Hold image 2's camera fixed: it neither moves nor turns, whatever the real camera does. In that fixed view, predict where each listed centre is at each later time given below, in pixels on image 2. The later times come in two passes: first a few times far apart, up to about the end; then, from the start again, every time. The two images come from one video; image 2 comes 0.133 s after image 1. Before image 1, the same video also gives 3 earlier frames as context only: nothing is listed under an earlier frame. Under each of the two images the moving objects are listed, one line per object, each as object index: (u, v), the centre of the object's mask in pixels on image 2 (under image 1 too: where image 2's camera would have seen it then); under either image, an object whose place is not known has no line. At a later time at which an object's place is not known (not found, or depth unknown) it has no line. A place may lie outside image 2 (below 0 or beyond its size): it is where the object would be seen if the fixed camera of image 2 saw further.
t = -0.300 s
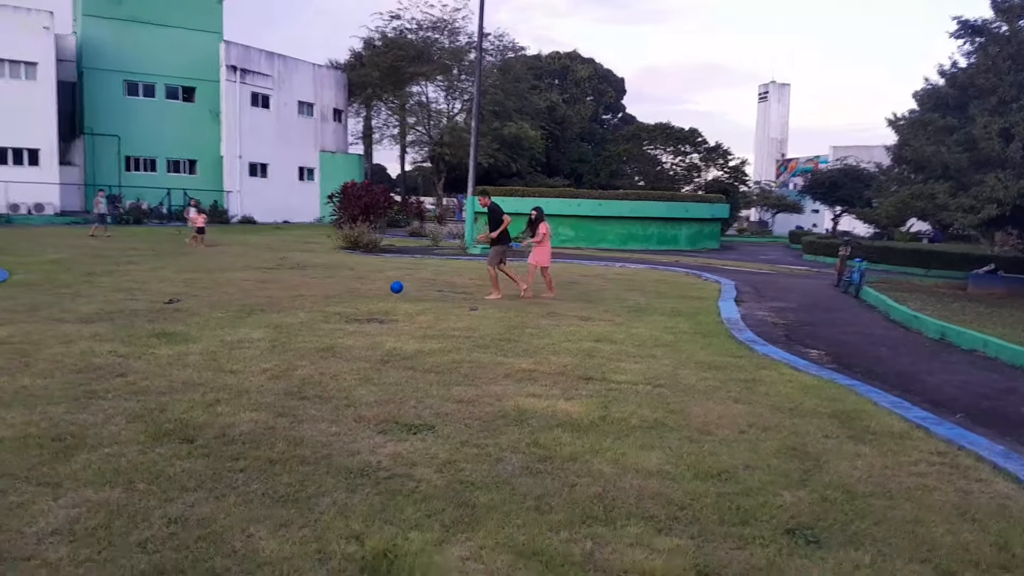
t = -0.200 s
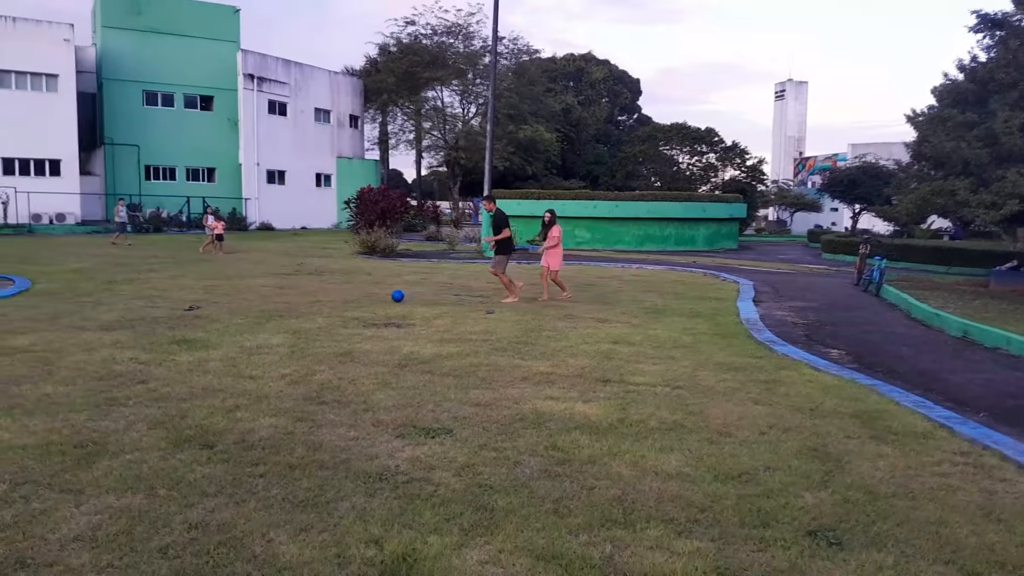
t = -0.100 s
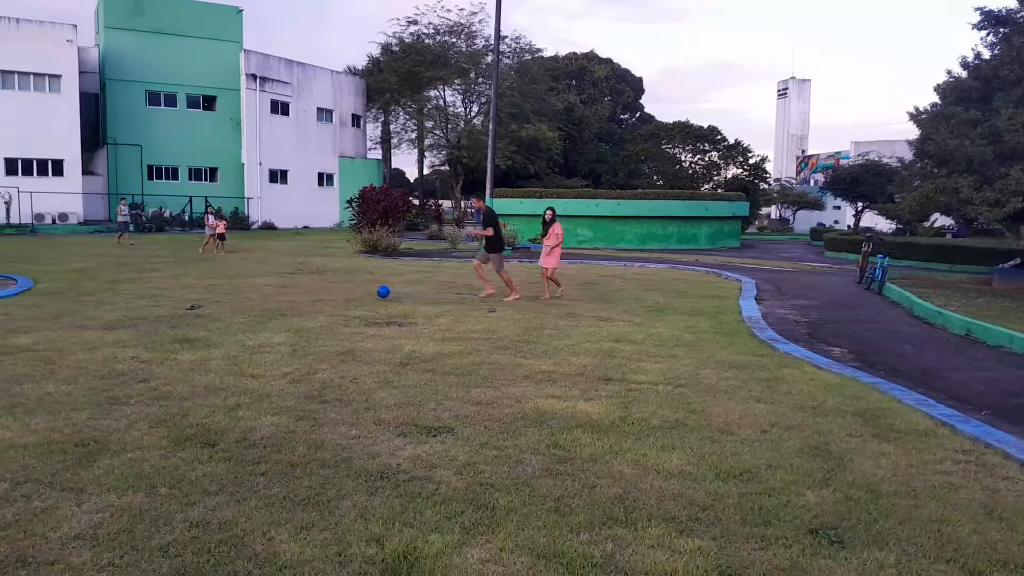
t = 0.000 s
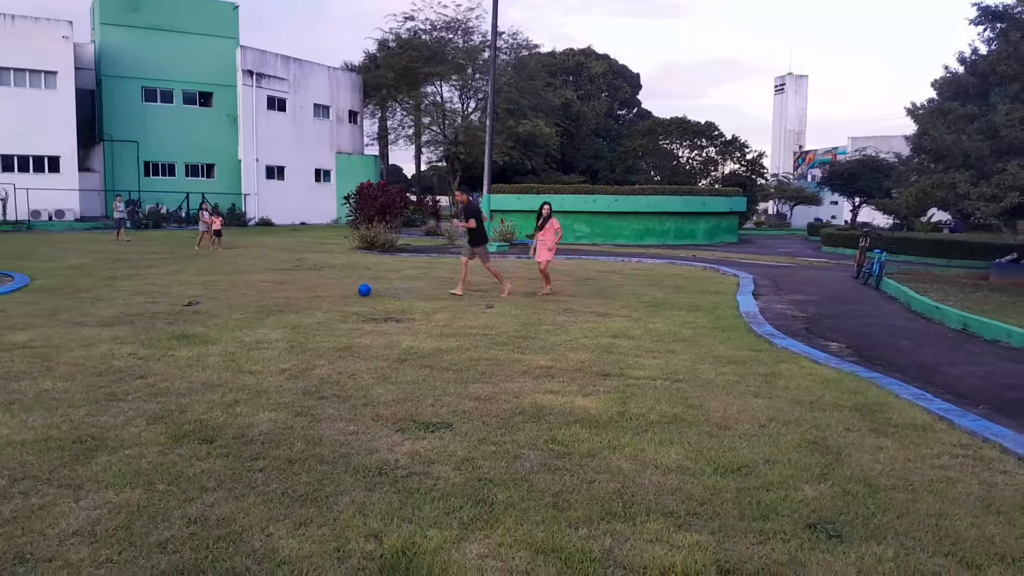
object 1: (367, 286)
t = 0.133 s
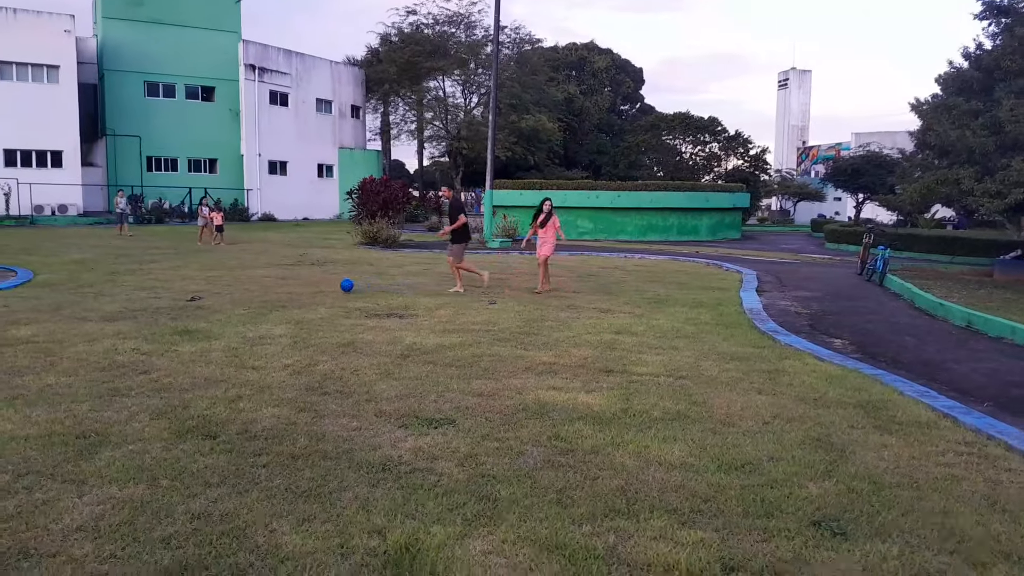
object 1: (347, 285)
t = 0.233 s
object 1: (332, 285)
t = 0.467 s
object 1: (300, 289)
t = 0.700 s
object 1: (271, 289)
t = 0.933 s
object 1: (244, 292)
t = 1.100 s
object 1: (226, 293)
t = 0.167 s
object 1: (342, 285)
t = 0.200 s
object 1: (337, 284)
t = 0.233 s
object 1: (332, 285)
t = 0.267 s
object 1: (328, 286)
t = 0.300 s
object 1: (322, 288)
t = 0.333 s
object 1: (318, 288)
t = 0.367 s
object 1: (313, 288)
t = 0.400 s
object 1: (309, 288)
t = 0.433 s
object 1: (305, 289)
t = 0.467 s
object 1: (300, 289)
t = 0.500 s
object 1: (295, 290)
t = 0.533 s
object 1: (291, 290)
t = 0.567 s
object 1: (287, 290)
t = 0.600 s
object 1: (283, 289)
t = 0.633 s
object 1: (278, 289)
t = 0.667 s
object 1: (275, 289)
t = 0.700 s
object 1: (271, 289)
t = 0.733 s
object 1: (267, 290)
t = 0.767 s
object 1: (263, 291)
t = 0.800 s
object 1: (260, 291)
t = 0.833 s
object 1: (256, 291)
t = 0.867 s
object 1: (252, 291)
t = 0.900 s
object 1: (248, 291)
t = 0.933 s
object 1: (244, 292)
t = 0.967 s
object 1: (240, 292)
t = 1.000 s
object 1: (237, 293)
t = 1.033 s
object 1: (233, 293)
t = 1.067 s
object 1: (229, 293)
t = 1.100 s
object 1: (226, 293)
